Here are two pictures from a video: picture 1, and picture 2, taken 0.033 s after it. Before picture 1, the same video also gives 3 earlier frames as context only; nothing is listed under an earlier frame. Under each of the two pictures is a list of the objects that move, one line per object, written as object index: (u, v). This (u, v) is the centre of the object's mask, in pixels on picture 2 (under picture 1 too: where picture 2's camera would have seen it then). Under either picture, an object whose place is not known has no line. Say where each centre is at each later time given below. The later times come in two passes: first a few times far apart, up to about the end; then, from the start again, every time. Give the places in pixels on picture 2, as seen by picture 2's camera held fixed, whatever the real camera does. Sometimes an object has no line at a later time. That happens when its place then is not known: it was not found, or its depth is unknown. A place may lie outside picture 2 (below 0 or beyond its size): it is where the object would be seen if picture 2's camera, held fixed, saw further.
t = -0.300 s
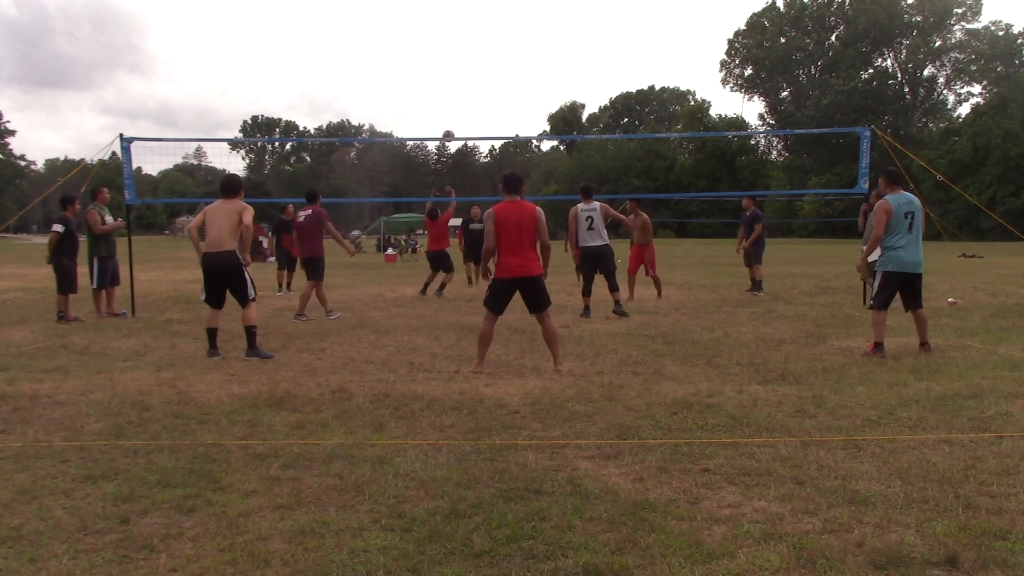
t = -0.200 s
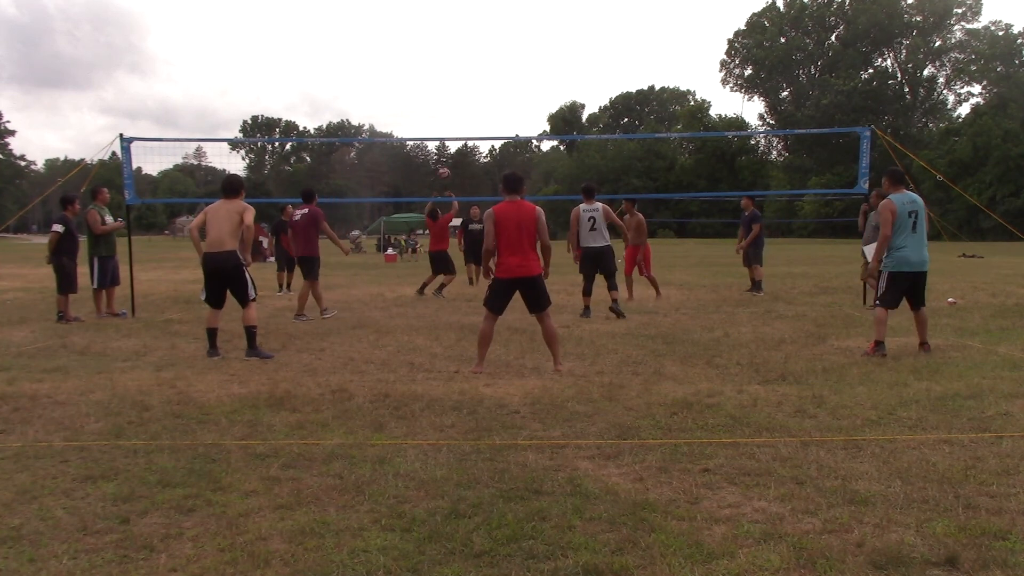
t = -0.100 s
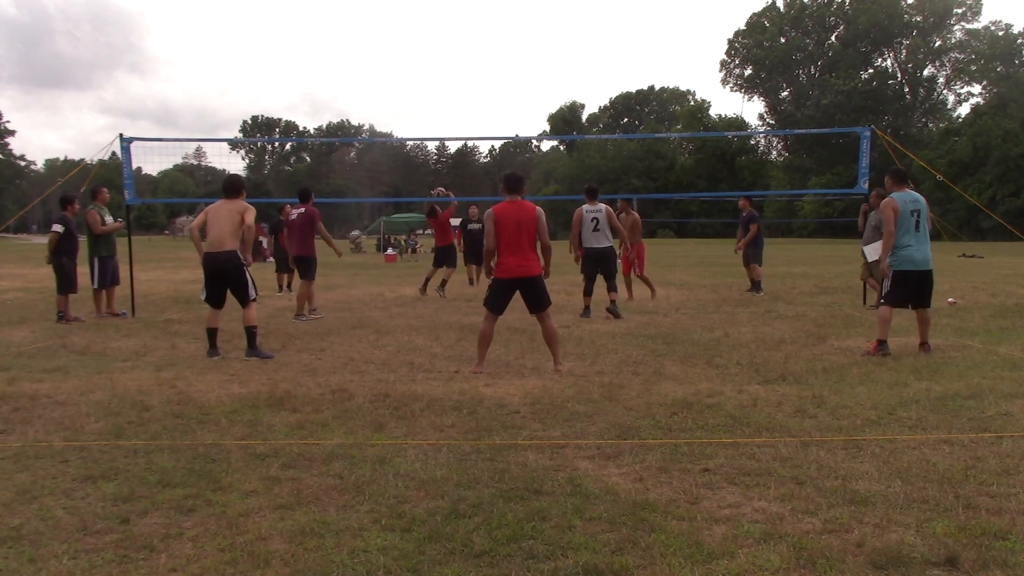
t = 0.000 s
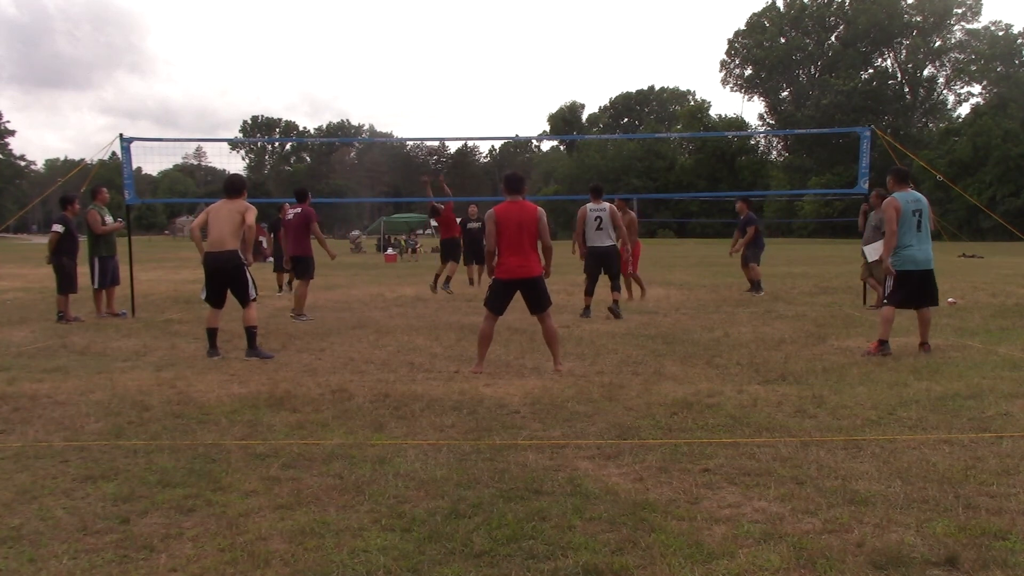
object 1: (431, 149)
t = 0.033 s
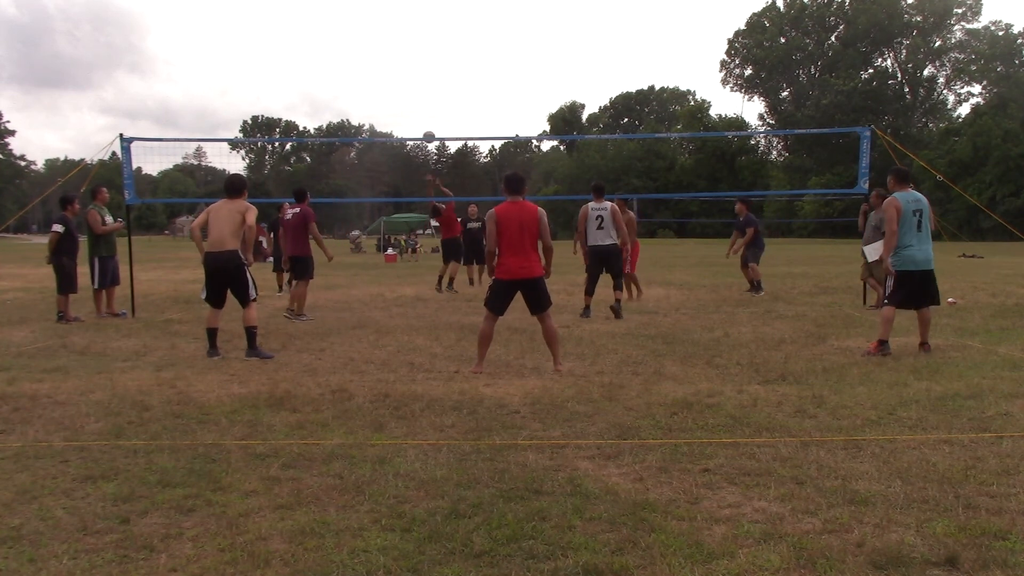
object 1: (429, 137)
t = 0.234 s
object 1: (412, 68)
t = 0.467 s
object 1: (394, 18)
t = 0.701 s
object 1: (376, 3)
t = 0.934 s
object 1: (358, 15)
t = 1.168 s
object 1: (341, 63)
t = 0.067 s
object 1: (426, 124)
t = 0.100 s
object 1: (423, 112)
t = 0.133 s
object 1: (420, 100)
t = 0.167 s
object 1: (418, 88)
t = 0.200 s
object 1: (415, 78)
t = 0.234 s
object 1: (412, 68)
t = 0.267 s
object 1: (410, 59)
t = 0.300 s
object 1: (407, 51)
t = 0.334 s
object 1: (404, 43)
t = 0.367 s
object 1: (402, 36)
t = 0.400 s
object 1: (399, 29)
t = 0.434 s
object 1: (397, 23)
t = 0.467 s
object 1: (394, 18)
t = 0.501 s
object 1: (391, 14)
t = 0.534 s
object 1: (389, 10)
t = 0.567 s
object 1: (386, 7)
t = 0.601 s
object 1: (383, 5)
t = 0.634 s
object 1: (381, 4)
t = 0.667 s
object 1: (378, 3)
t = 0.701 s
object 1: (376, 3)
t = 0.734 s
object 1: (373, 3)
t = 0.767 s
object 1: (371, 4)
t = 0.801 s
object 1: (368, 4)
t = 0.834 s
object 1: (366, 5)
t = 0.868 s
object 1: (363, 7)
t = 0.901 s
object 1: (360, 11)
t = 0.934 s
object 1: (358, 15)
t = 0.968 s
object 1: (356, 20)
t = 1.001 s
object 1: (353, 25)
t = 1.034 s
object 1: (351, 32)
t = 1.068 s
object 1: (348, 39)
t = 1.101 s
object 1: (346, 46)
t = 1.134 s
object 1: (344, 54)
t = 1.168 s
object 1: (341, 63)
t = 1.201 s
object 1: (339, 73)
